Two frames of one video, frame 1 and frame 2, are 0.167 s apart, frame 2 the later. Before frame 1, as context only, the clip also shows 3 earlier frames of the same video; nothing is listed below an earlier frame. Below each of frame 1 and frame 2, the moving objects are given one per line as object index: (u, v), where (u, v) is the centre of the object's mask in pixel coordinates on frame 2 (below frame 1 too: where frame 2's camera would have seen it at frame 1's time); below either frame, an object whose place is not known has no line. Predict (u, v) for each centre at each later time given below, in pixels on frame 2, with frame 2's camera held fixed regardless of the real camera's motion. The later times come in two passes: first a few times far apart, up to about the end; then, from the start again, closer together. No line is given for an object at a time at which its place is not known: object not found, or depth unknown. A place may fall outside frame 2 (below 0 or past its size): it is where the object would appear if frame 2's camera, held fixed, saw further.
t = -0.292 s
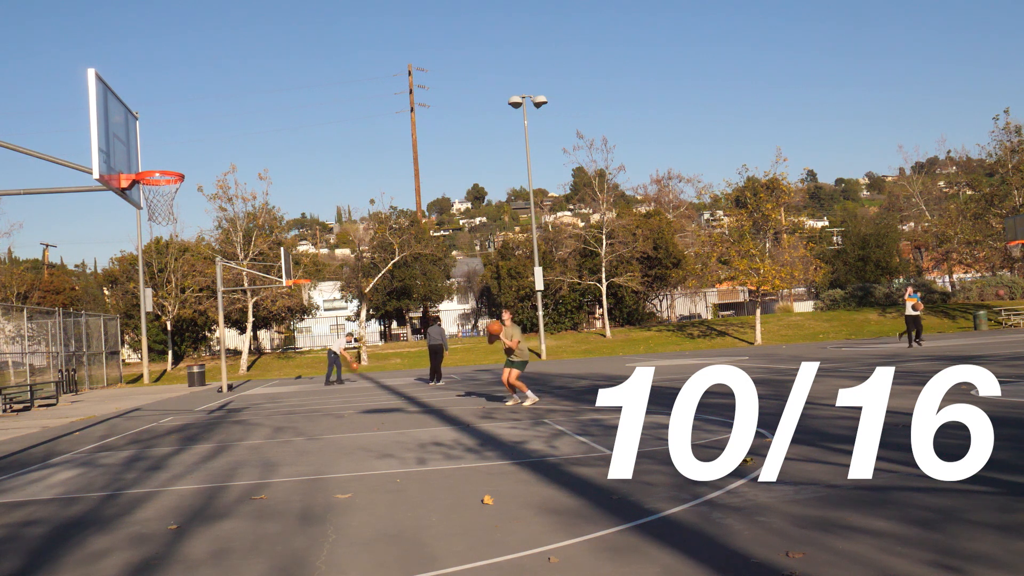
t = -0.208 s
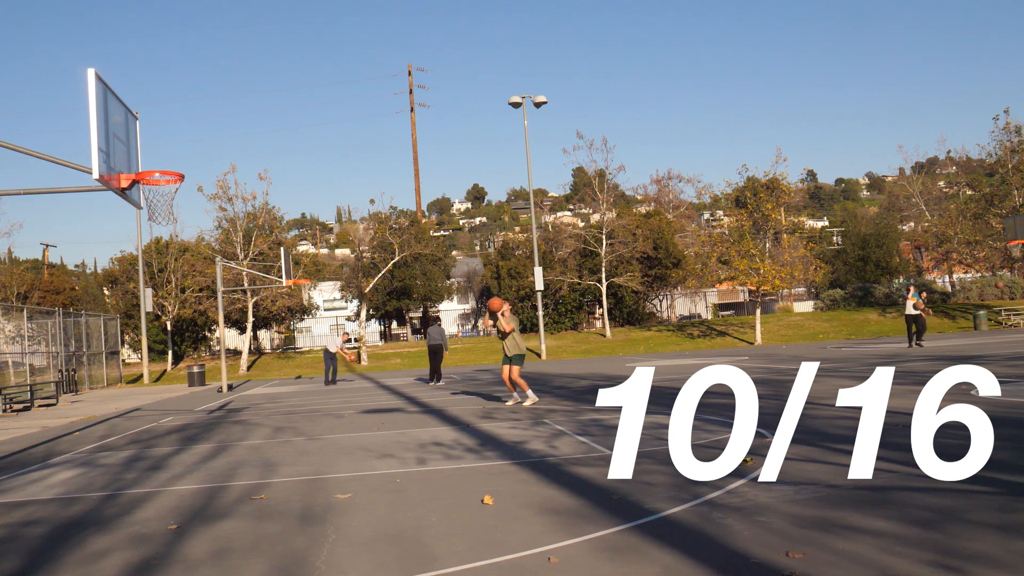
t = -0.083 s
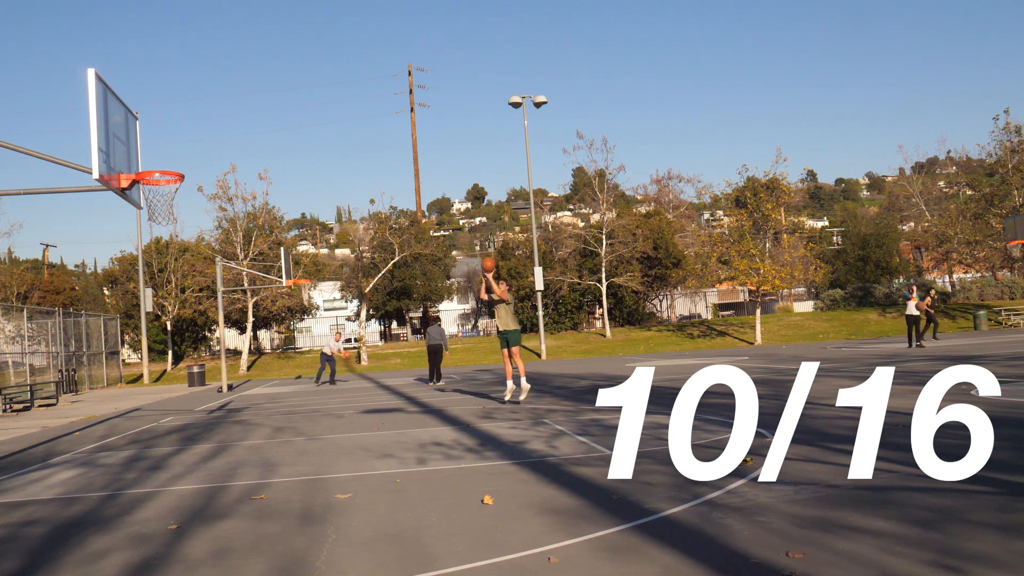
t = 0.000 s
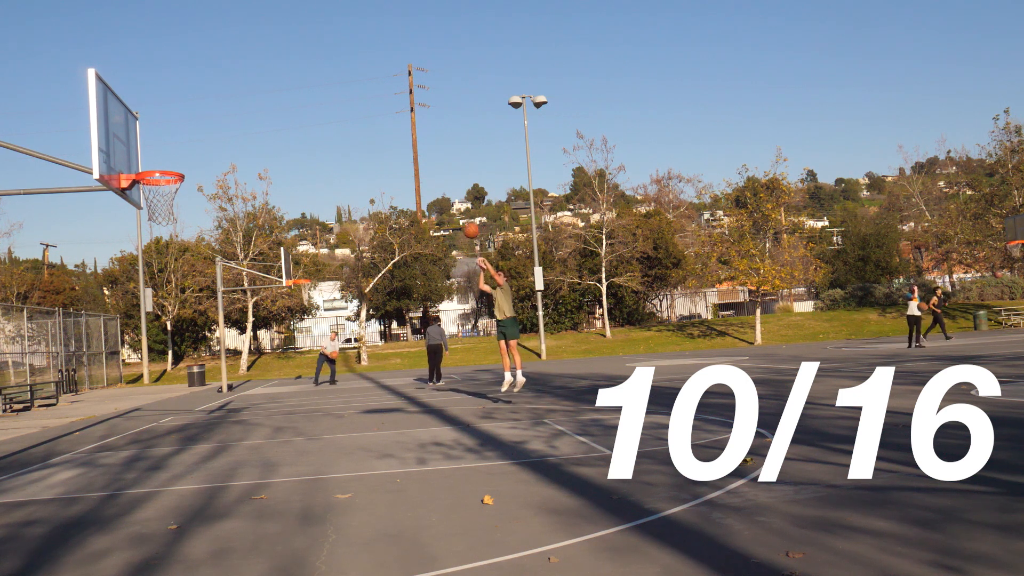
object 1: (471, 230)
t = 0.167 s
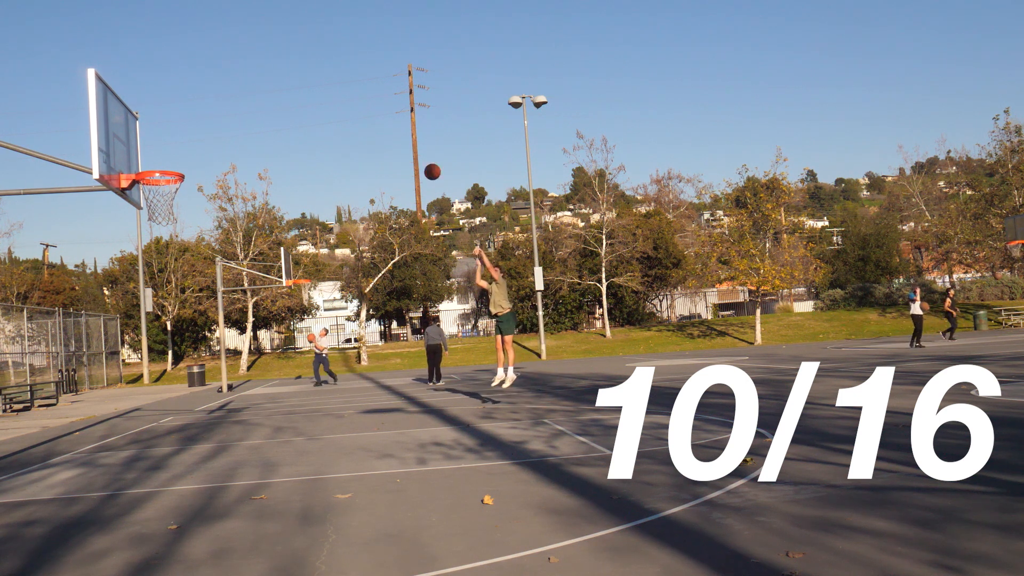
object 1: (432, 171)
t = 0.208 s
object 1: (423, 159)
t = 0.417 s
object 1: (371, 109)
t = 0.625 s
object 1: (316, 86)
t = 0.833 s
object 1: (257, 93)
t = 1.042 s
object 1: (192, 137)
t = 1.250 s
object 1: (139, 202)
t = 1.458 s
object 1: (136, 242)
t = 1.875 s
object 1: (132, 456)
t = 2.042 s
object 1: (147, 390)
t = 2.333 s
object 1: (177, 315)
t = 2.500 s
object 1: (195, 309)
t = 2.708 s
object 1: (219, 338)
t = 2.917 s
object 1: (244, 405)
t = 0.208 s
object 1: (423, 159)
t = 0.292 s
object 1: (402, 136)
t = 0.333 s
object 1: (392, 126)
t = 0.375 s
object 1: (381, 117)
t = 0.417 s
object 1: (371, 109)
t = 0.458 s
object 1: (360, 102)
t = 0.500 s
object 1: (349, 96)
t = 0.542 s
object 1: (339, 92)
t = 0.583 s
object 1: (327, 88)
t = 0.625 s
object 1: (316, 86)
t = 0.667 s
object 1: (305, 84)
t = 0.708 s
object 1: (293, 84)
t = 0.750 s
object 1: (281, 86)
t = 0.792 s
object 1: (269, 88)
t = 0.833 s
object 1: (257, 93)
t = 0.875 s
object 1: (245, 98)
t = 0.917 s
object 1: (232, 106)
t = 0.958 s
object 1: (219, 114)
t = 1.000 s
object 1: (206, 125)
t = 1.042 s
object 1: (192, 137)
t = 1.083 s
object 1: (178, 152)
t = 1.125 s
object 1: (164, 164)
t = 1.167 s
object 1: (149, 187)
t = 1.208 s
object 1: (141, 197)
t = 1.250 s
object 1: (139, 202)
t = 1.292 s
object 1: (139, 206)
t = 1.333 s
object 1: (138, 212)
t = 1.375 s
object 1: (137, 221)
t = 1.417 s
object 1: (136, 230)
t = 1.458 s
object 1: (136, 242)
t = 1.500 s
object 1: (135, 256)
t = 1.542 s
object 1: (134, 270)
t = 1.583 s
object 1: (134, 287)
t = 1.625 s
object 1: (134, 306)
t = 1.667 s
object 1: (133, 326)
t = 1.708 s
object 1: (134, 349)
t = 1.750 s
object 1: (133, 372)
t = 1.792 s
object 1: (133, 398)
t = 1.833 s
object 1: (133, 425)
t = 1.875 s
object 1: (132, 456)
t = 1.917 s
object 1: (135, 448)
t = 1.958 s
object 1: (140, 427)
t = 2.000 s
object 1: (143, 407)
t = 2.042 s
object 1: (147, 390)
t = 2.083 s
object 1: (151, 373)
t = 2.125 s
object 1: (156, 359)
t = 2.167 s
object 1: (160, 347)
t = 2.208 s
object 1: (165, 336)
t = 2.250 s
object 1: (169, 327)
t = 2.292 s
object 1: (173, 320)
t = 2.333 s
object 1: (177, 315)
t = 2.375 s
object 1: (181, 311)
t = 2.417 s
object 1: (186, 308)
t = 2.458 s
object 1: (191, 308)
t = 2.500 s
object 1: (195, 309)
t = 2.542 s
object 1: (199, 312)
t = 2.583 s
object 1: (205, 316)
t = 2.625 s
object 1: (209, 322)
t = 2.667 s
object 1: (214, 329)
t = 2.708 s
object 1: (219, 338)
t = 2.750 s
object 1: (224, 349)
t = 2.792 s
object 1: (229, 361)
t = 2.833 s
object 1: (234, 374)
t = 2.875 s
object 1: (239, 389)
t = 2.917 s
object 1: (244, 405)
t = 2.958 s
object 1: (249, 423)
